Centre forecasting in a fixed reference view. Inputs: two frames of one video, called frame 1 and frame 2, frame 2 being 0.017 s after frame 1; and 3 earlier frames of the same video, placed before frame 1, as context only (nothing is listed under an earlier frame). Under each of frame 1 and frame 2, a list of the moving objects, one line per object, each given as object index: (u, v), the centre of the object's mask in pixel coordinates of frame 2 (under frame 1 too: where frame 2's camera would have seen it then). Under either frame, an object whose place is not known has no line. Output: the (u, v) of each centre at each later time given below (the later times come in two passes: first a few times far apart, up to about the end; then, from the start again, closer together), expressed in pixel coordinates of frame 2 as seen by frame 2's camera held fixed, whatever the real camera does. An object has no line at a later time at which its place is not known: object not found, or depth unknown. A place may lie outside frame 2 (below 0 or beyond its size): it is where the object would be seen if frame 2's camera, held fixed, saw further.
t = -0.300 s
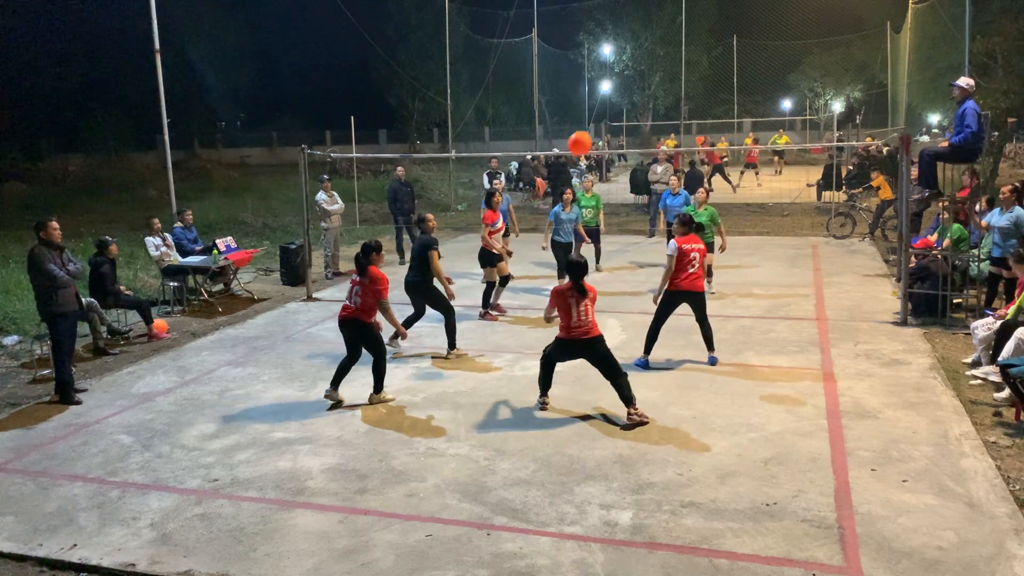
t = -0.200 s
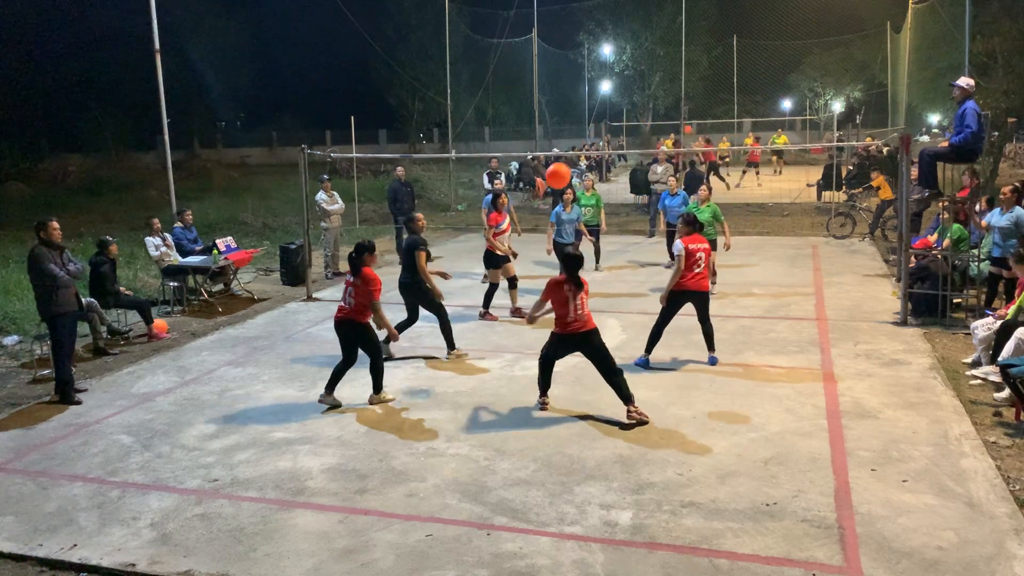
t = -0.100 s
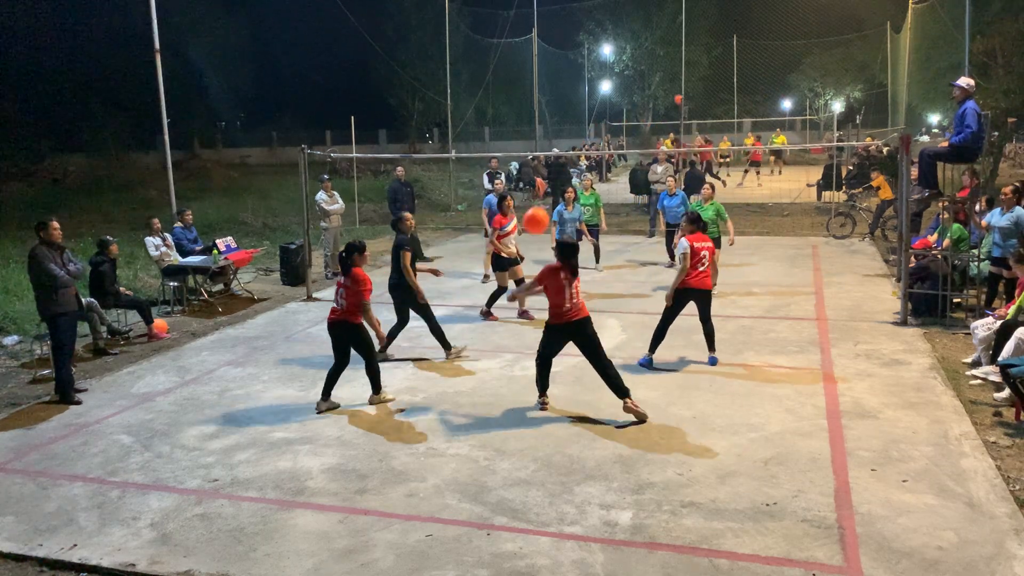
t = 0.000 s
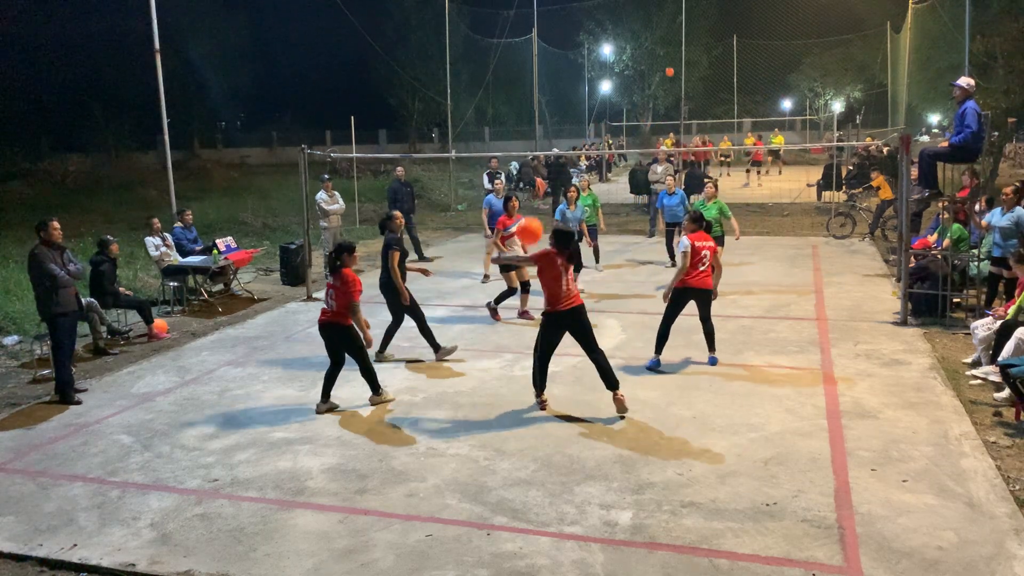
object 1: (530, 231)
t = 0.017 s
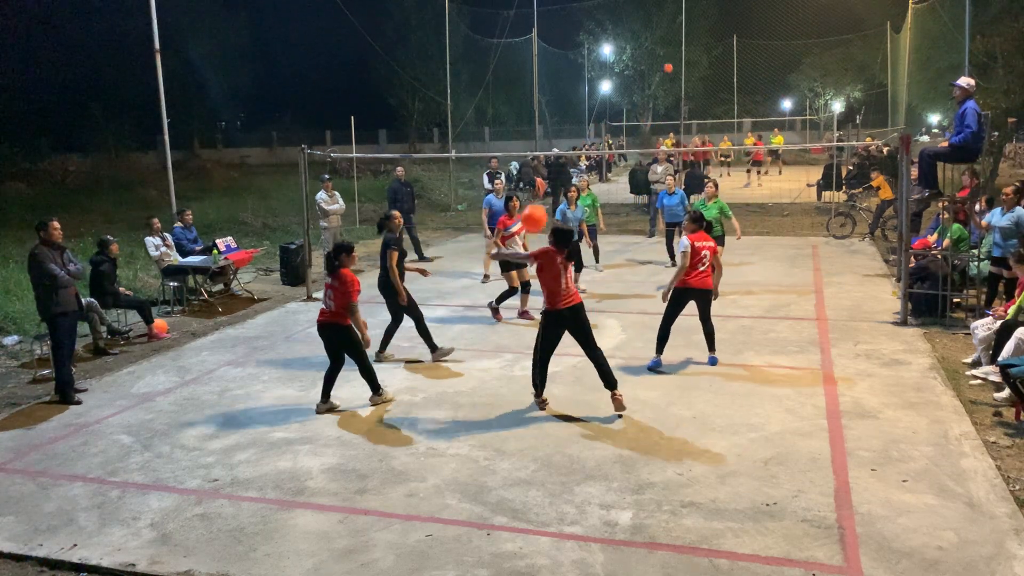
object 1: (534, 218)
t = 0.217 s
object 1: (583, 99)
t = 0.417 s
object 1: (628, 33)
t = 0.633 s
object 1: (674, 18)
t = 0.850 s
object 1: (713, 53)
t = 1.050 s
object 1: (745, 120)
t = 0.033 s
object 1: (538, 208)
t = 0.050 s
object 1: (542, 195)
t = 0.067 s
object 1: (546, 185)
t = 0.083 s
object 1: (550, 174)
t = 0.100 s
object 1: (554, 163)
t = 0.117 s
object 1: (559, 153)
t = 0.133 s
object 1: (563, 143)
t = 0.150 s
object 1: (567, 132)
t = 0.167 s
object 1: (571, 124)
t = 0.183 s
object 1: (575, 116)
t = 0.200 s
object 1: (579, 107)
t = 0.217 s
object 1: (583, 99)
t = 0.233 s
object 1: (586, 92)
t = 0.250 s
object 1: (590, 84)
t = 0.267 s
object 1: (594, 77)
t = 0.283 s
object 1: (598, 72)
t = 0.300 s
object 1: (602, 66)
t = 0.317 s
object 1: (606, 59)
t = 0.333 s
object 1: (609, 54)
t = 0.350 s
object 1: (613, 49)
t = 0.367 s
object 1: (618, 44)
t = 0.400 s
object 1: (625, 36)
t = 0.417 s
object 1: (628, 33)
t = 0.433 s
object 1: (632, 29)
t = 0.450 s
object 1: (636, 27)
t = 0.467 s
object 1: (639, 24)
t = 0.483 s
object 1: (643, 22)
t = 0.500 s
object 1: (647, 20)
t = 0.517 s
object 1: (650, 19)
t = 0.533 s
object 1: (653, 18)
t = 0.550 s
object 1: (657, 17)
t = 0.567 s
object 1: (660, 17)
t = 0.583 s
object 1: (664, 17)
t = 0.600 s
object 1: (667, 17)
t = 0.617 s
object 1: (670, 17)
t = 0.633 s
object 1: (674, 18)
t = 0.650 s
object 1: (677, 19)
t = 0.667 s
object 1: (680, 20)
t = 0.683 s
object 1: (683, 22)
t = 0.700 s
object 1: (687, 24)
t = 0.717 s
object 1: (690, 26)
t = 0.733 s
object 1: (693, 28)
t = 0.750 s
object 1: (696, 31)
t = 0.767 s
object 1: (699, 34)
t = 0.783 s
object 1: (702, 37)
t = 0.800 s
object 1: (705, 41)
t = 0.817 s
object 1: (708, 44)
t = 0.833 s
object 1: (711, 48)
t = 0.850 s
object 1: (713, 53)
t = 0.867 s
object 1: (716, 57)
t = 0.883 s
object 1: (719, 61)
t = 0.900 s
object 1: (722, 66)
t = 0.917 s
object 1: (724, 72)
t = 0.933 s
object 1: (727, 77)
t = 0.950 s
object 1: (730, 82)
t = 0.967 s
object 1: (733, 89)
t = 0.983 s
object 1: (735, 94)
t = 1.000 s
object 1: (738, 100)
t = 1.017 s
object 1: (740, 107)
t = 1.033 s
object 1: (742, 113)
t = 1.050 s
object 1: (745, 120)
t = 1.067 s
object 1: (747, 127)
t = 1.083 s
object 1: (749, 134)
